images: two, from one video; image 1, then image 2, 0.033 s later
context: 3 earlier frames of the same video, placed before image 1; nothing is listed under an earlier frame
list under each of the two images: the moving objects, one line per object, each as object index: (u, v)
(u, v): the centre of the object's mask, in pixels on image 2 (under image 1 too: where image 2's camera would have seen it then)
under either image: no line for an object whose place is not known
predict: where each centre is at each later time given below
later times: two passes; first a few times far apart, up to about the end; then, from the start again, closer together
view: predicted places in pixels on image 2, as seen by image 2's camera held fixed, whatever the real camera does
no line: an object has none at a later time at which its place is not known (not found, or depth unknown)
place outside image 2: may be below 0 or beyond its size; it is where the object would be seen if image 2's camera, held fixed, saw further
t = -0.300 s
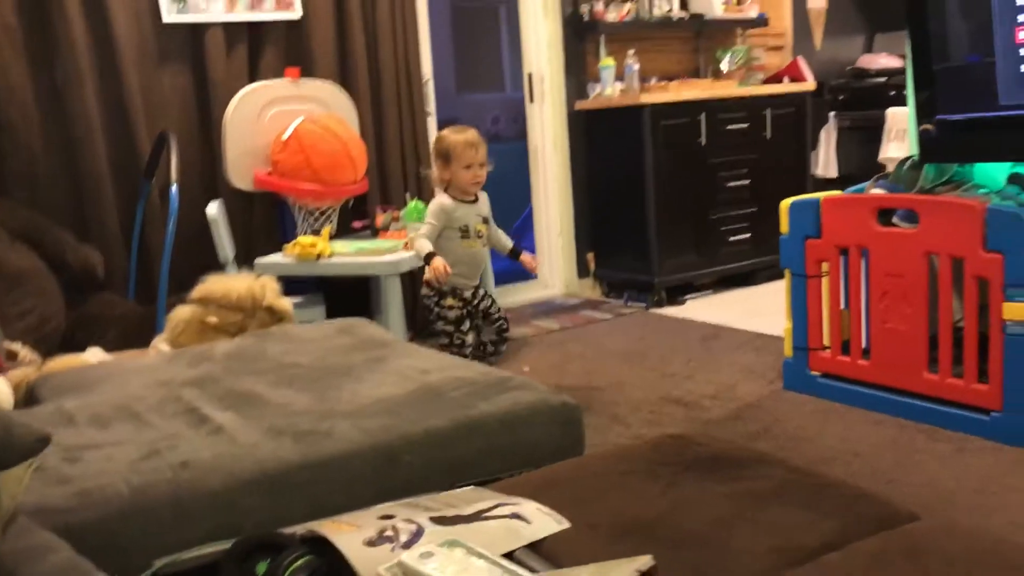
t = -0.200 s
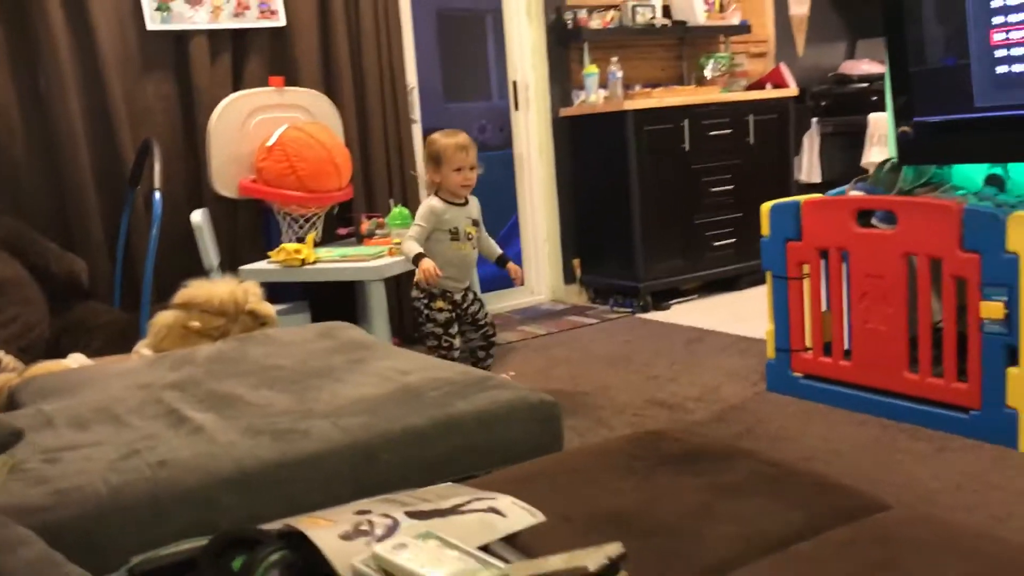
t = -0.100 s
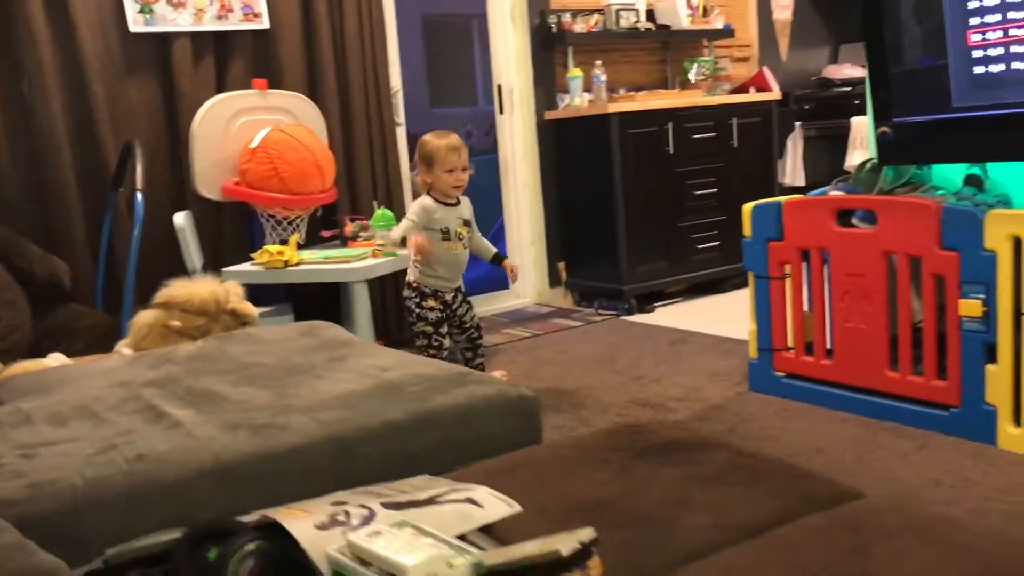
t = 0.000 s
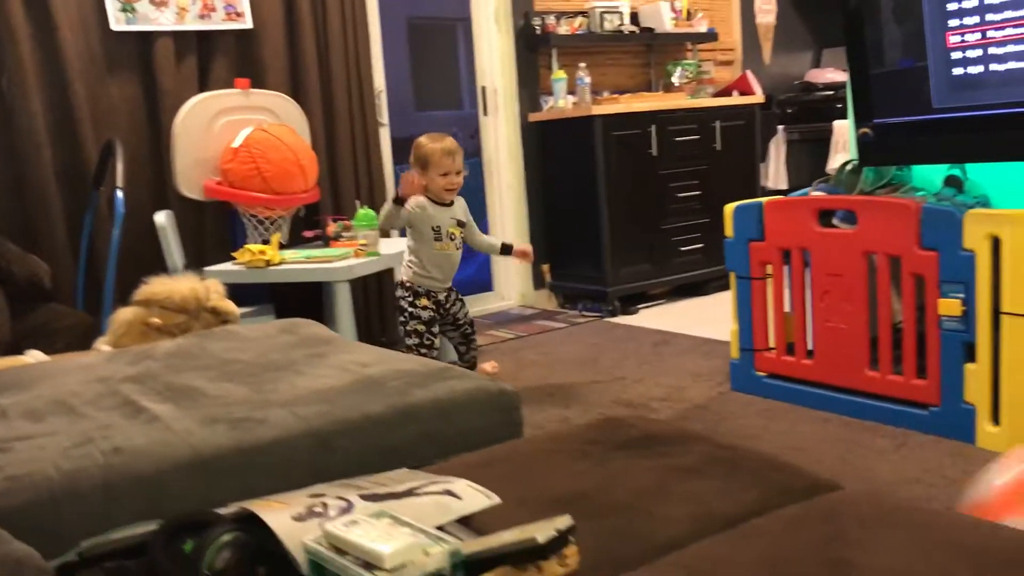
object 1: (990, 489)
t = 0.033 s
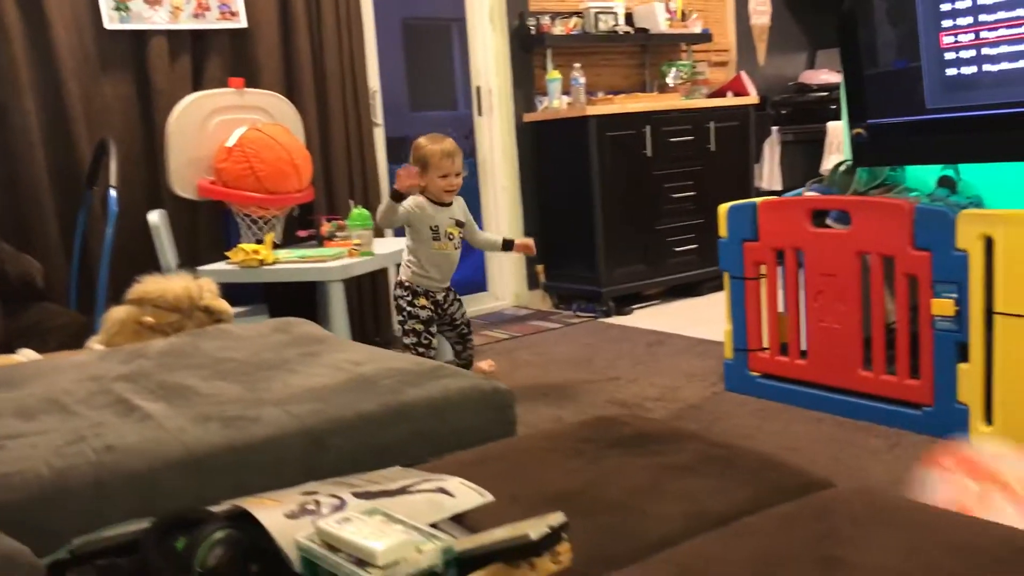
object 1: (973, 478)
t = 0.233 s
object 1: (800, 341)
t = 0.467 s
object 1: (642, 357)
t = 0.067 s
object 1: (954, 459)
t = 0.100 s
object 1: (921, 436)
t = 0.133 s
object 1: (887, 405)
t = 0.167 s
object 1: (859, 378)
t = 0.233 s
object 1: (800, 341)
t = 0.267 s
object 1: (774, 331)
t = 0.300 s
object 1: (749, 326)
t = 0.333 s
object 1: (726, 323)
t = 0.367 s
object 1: (700, 327)
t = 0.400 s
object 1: (681, 335)
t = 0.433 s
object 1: (664, 344)
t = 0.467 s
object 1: (642, 357)
